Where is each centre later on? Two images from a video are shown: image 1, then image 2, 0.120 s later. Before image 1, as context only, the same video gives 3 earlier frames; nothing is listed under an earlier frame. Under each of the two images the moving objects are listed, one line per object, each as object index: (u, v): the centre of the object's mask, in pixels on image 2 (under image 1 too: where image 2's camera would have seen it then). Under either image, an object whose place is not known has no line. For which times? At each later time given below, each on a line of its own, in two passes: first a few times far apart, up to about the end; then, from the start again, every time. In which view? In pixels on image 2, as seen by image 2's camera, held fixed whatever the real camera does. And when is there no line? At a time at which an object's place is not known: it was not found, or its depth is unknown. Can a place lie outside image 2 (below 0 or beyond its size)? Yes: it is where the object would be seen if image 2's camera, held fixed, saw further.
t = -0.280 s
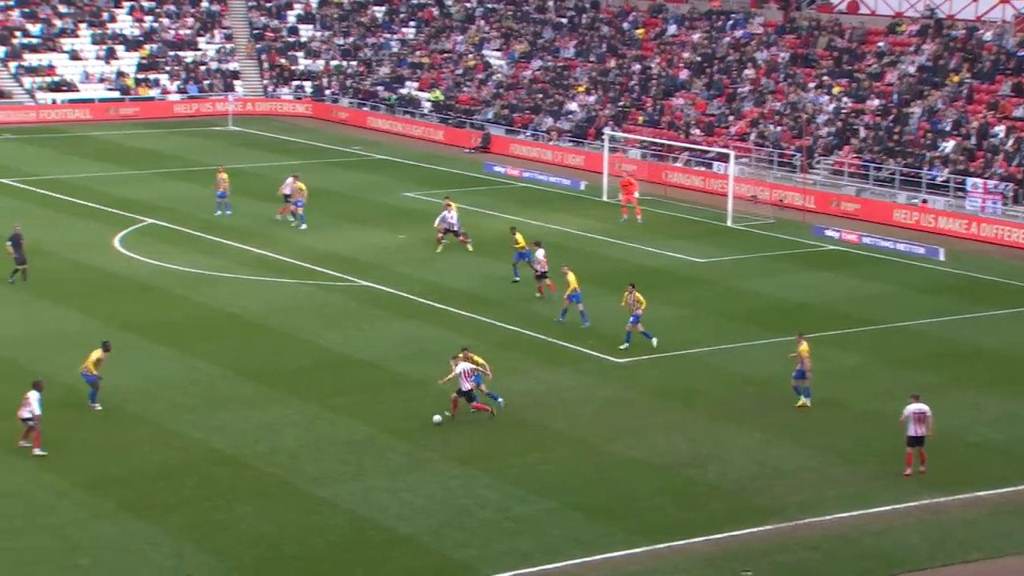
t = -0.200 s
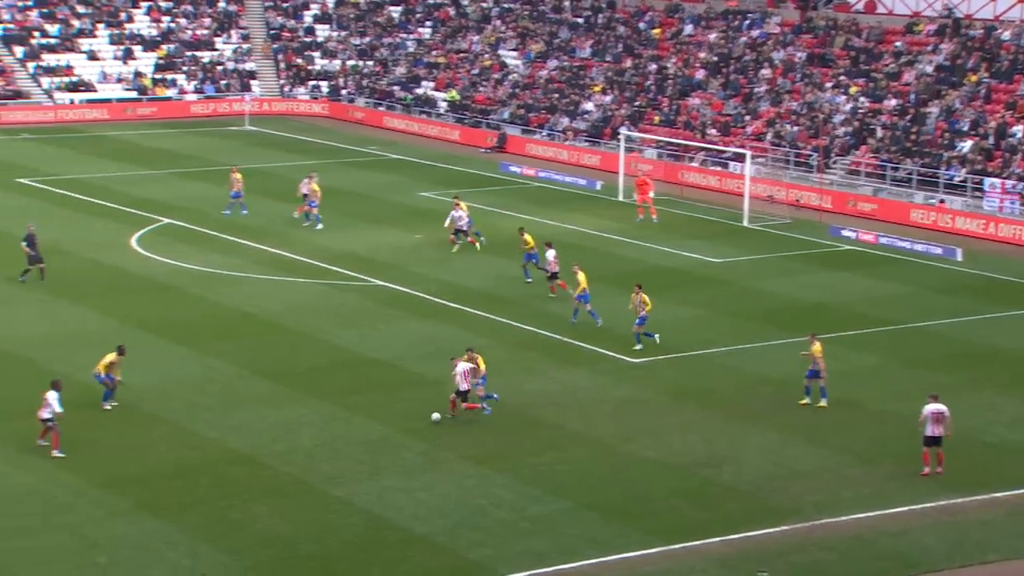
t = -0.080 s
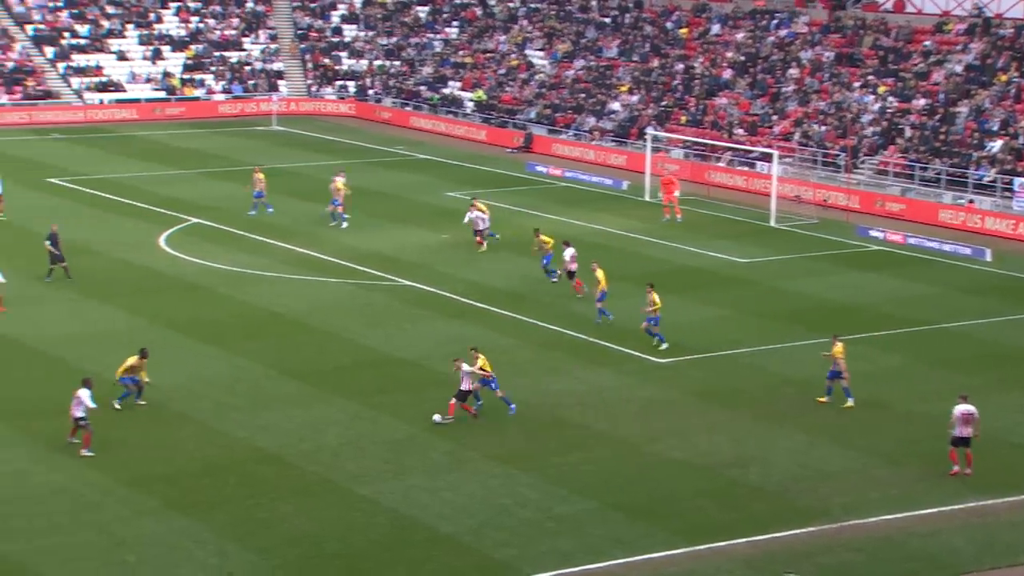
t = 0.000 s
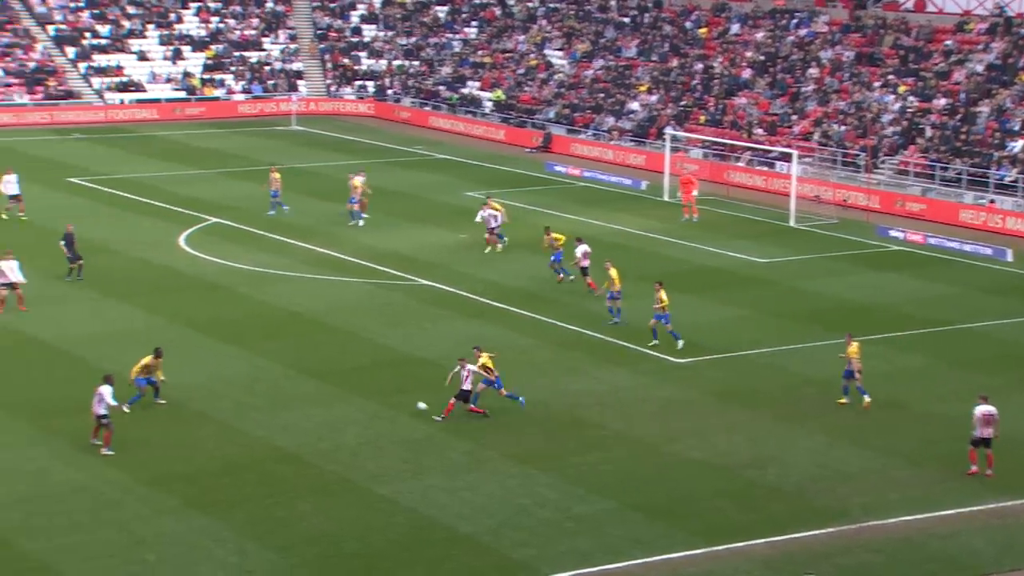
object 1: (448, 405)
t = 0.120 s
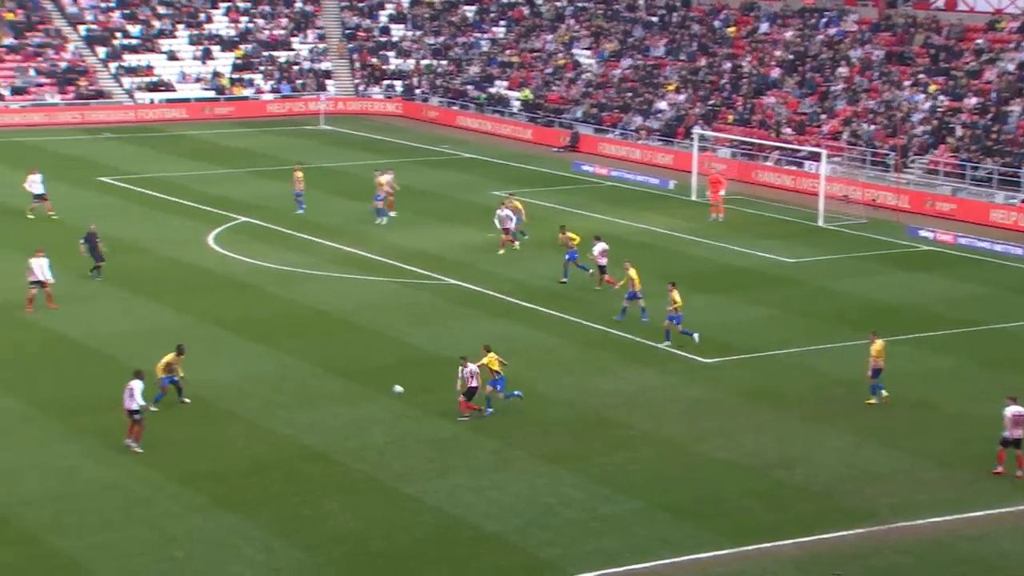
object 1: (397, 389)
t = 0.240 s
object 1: (354, 377)
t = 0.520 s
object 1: (276, 349)
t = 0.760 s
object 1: (229, 330)
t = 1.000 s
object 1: (192, 312)
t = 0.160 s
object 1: (382, 385)
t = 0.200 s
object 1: (367, 382)
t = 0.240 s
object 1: (354, 377)
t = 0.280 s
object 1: (341, 372)
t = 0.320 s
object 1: (330, 367)
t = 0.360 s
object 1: (318, 363)
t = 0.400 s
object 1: (307, 360)
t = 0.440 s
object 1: (295, 356)
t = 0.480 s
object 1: (285, 352)
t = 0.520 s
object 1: (276, 349)
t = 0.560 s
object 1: (267, 345)
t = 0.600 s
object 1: (258, 342)
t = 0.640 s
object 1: (250, 339)
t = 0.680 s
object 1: (243, 335)
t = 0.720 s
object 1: (236, 332)
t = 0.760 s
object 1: (229, 330)
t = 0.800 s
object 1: (222, 326)
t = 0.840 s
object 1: (215, 323)
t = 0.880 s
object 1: (209, 320)
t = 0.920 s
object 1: (203, 318)
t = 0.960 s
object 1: (197, 316)
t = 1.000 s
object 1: (192, 312)
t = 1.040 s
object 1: (187, 309)
